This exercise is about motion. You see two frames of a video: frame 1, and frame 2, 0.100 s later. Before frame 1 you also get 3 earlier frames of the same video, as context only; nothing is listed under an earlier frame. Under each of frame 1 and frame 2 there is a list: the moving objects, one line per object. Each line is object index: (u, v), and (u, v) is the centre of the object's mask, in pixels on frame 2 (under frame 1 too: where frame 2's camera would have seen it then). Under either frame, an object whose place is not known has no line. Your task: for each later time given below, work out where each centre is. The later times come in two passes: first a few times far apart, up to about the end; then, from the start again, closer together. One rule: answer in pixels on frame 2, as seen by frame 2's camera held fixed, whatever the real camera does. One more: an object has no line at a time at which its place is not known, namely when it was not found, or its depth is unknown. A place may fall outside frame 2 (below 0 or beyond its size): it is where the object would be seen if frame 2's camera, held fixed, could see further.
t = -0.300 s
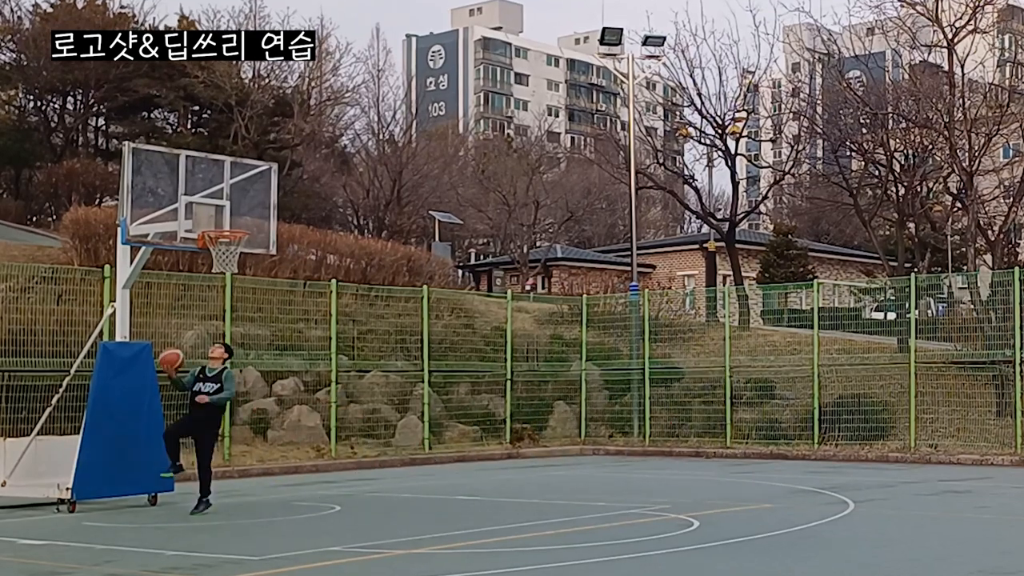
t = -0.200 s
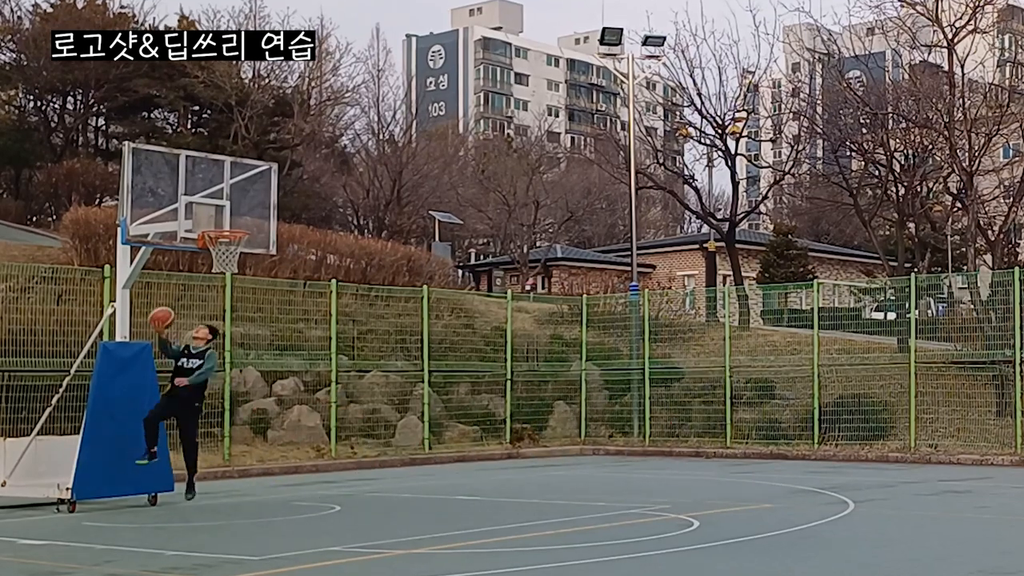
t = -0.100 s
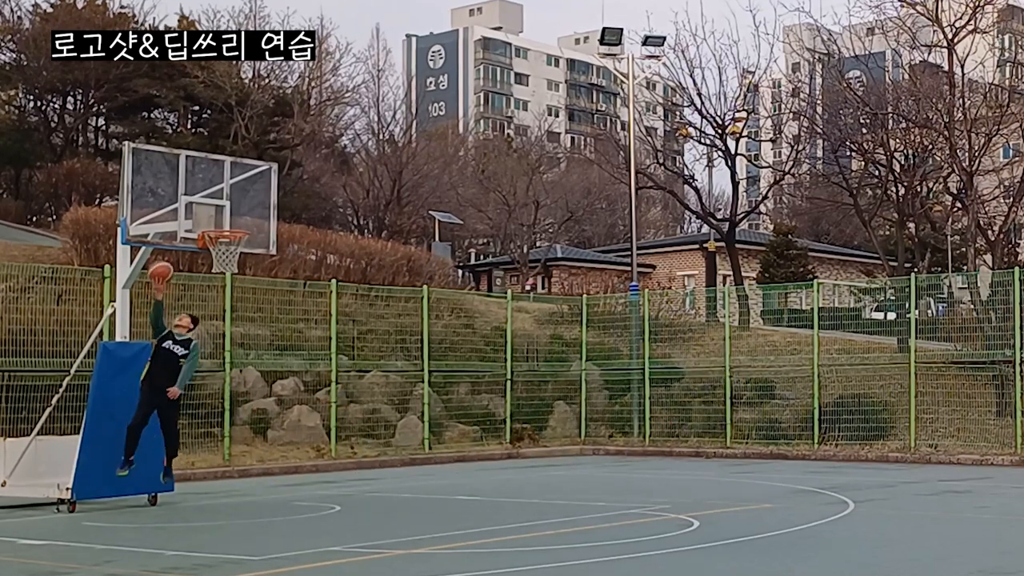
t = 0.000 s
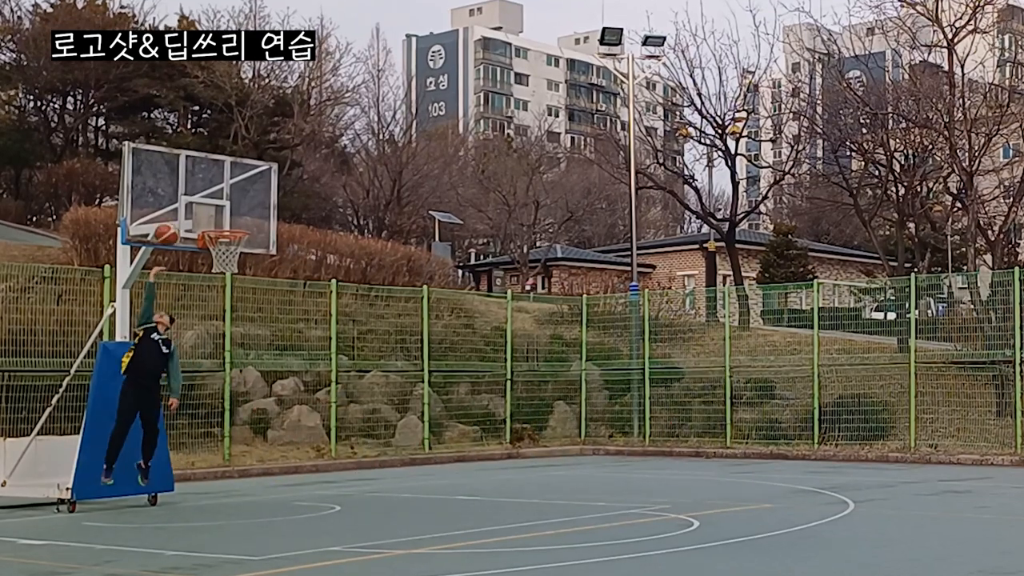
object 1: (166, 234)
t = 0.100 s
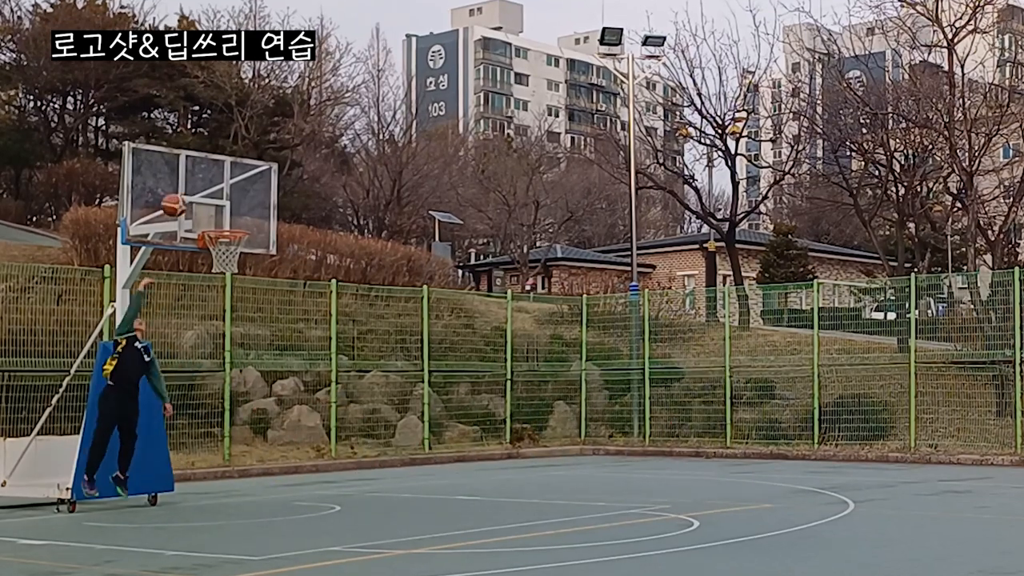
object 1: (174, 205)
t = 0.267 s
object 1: (191, 189)
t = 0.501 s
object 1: (218, 212)
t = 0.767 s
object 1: (234, 275)
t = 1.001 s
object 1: (231, 353)
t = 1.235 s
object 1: (229, 482)
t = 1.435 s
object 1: (209, 422)
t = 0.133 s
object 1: (175, 198)
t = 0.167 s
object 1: (179, 193)
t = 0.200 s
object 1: (183, 191)
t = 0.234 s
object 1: (187, 189)
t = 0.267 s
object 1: (191, 189)
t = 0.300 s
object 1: (195, 189)
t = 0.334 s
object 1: (199, 190)
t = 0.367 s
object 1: (202, 192)
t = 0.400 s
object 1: (206, 196)
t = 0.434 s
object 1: (210, 201)
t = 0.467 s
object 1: (214, 206)
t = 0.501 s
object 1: (218, 212)
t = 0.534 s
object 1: (221, 219)
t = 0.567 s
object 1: (224, 223)
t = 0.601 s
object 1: (229, 237)
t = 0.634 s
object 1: (234, 243)
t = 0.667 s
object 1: (234, 253)
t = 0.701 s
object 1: (236, 269)
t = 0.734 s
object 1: (232, 269)
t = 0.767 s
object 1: (234, 275)
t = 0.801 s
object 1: (234, 283)
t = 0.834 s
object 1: (233, 292)
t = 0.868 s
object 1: (233, 302)
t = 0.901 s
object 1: (233, 314)
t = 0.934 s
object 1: (232, 325)
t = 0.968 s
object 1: (232, 338)
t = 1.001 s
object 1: (231, 353)
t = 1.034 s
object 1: (231, 369)
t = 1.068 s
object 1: (231, 385)
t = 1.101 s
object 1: (230, 402)
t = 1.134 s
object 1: (230, 421)
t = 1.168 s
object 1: (230, 440)
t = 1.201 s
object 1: (229, 460)
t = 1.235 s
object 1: (229, 482)
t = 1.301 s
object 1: (225, 484)
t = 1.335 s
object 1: (221, 468)
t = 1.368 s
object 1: (217, 451)
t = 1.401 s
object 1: (213, 436)
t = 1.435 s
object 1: (209, 422)
